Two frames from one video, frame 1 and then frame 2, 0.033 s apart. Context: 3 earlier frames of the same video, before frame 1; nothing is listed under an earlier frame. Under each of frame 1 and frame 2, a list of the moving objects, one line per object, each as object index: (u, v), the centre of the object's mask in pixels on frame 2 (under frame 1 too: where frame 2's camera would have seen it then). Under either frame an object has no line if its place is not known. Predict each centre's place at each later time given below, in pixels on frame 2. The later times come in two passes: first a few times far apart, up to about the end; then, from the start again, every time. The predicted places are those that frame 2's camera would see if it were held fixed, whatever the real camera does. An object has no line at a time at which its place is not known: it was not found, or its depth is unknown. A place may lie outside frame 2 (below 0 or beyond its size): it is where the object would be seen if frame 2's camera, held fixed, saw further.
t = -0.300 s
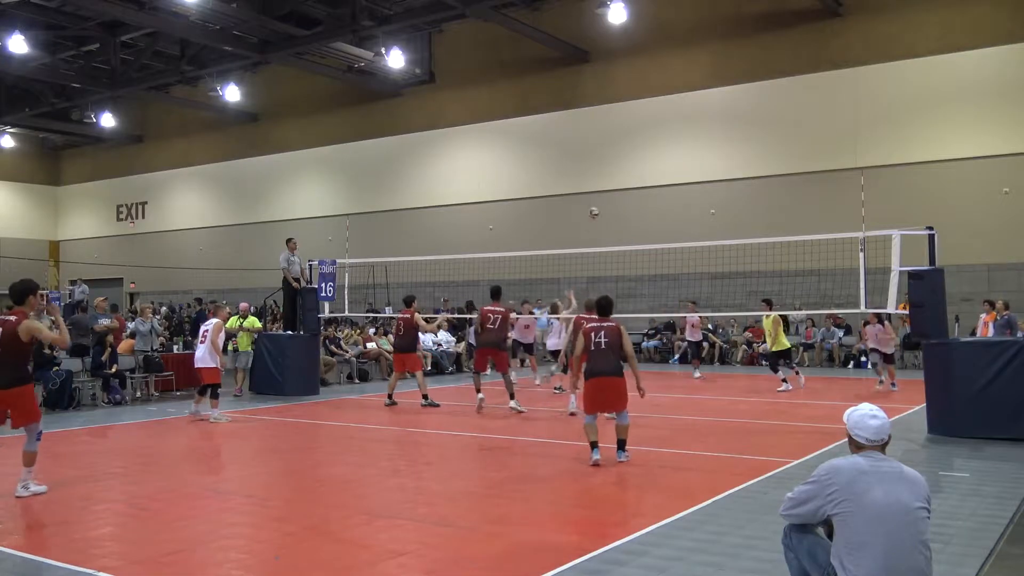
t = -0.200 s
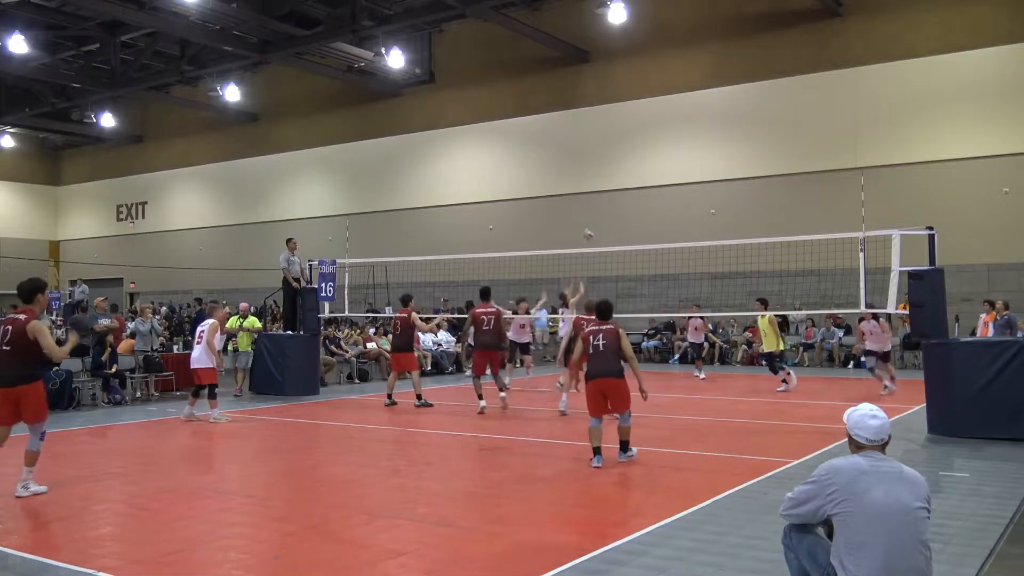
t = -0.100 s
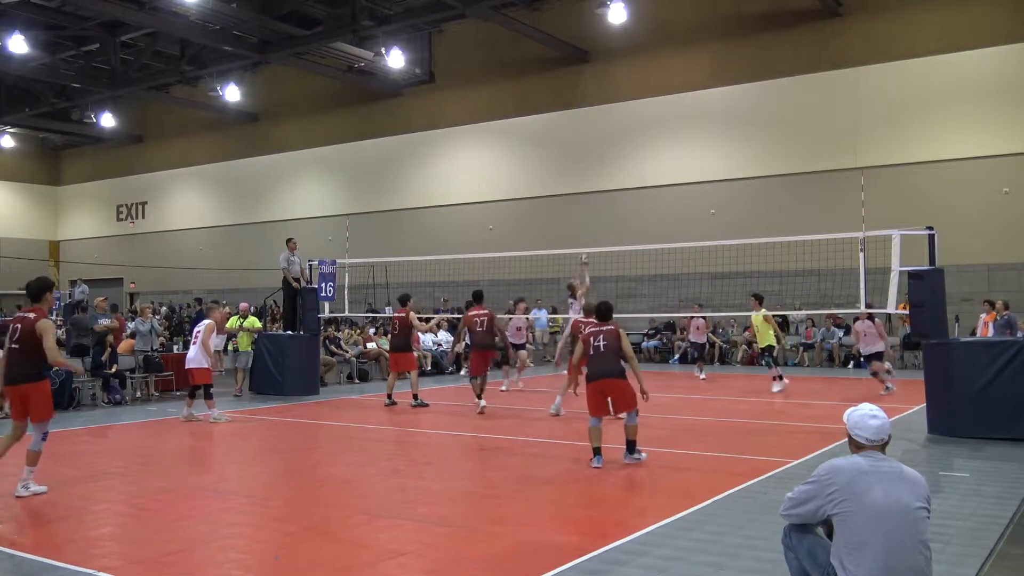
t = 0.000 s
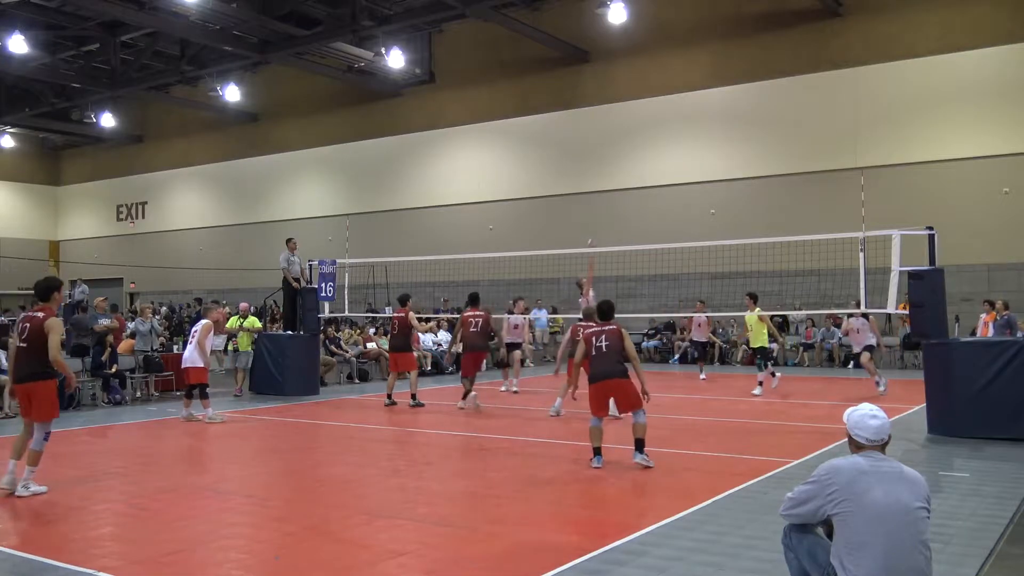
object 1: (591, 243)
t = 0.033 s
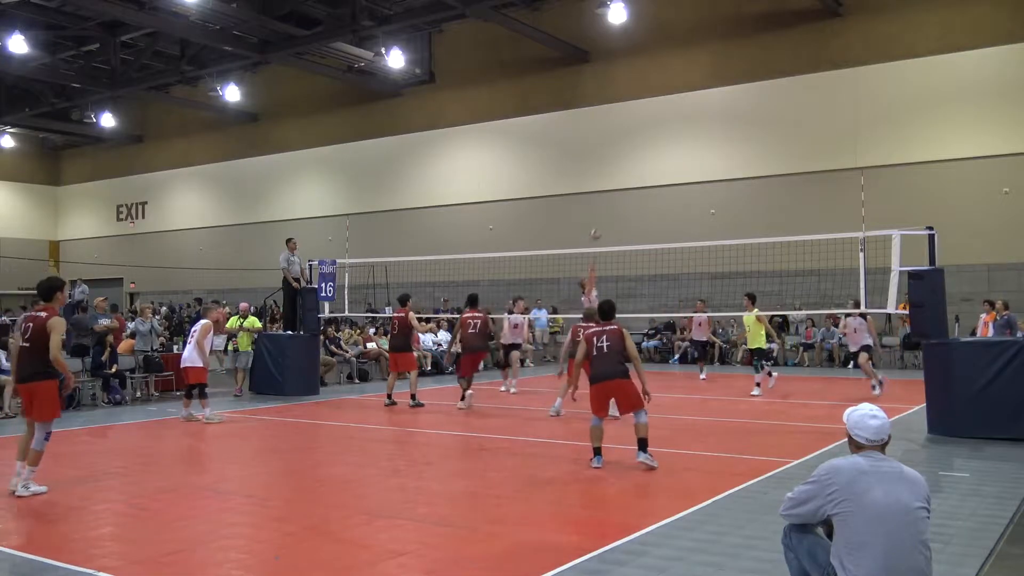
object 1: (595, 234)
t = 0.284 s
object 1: (627, 178)
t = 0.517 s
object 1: (658, 155)
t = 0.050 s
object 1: (597, 229)
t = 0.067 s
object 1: (600, 225)
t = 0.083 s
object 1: (601, 220)
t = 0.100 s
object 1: (604, 216)
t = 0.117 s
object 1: (605, 212)
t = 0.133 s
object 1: (608, 208)
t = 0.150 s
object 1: (610, 204)
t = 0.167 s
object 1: (612, 200)
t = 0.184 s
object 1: (614, 197)
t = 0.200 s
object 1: (616, 193)
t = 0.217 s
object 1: (618, 192)
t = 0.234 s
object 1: (620, 188)
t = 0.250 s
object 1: (623, 184)
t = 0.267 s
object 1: (625, 181)
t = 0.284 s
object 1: (627, 178)
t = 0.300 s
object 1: (629, 176)
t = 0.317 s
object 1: (631, 174)
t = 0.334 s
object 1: (633, 171)
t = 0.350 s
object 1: (636, 169)
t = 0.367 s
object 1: (638, 166)
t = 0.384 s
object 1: (640, 164)
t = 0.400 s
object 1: (642, 163)
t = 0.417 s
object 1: (644, 161)
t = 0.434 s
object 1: (647, 160)
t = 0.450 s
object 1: (649, 159)
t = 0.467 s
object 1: (651, 157)
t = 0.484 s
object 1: (654, 156)
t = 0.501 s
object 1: (656, 156)
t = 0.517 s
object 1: (658, 155)
